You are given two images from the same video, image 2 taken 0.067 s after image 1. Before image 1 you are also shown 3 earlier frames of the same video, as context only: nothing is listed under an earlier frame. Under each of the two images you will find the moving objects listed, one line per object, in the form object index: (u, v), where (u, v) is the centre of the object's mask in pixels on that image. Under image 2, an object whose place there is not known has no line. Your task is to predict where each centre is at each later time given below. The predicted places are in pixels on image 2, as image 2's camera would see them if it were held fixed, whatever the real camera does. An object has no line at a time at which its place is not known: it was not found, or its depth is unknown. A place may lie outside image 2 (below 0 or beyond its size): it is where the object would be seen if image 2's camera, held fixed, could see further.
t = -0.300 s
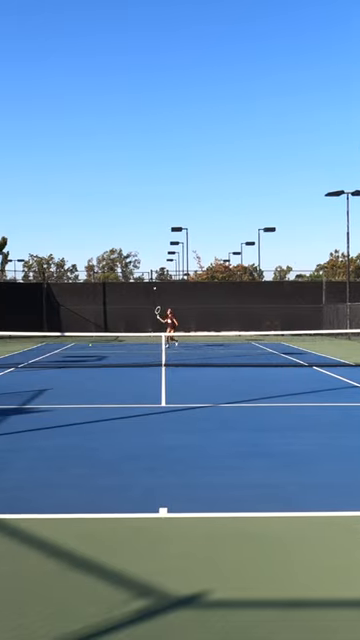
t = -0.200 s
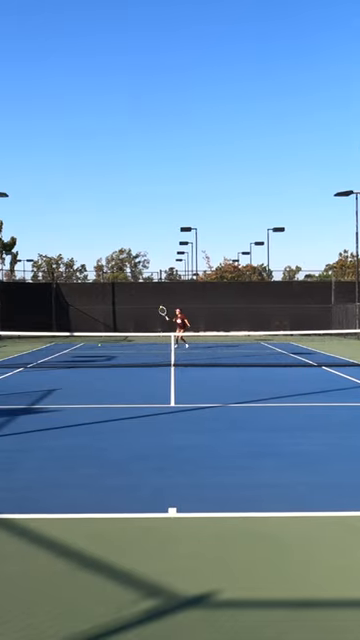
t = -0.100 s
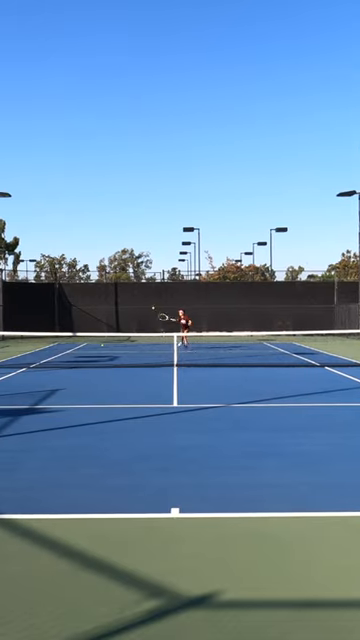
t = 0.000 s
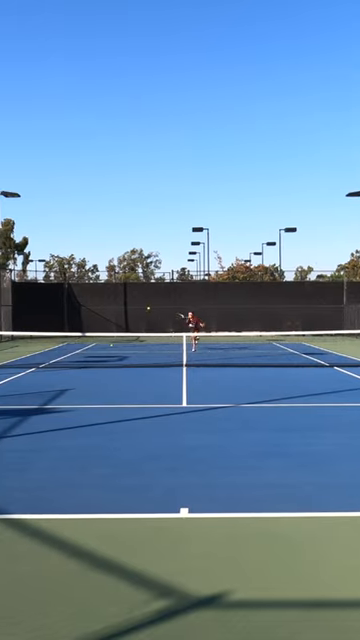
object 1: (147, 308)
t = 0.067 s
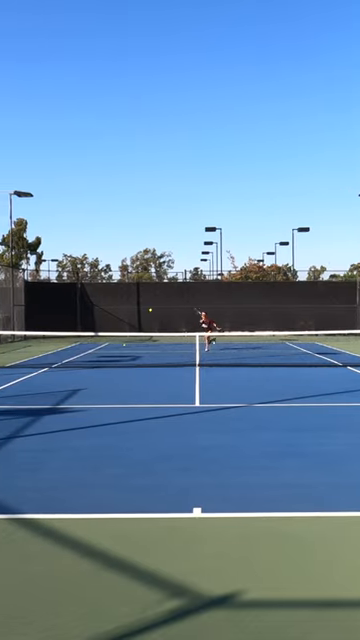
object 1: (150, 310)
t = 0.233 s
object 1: (117, 324)
